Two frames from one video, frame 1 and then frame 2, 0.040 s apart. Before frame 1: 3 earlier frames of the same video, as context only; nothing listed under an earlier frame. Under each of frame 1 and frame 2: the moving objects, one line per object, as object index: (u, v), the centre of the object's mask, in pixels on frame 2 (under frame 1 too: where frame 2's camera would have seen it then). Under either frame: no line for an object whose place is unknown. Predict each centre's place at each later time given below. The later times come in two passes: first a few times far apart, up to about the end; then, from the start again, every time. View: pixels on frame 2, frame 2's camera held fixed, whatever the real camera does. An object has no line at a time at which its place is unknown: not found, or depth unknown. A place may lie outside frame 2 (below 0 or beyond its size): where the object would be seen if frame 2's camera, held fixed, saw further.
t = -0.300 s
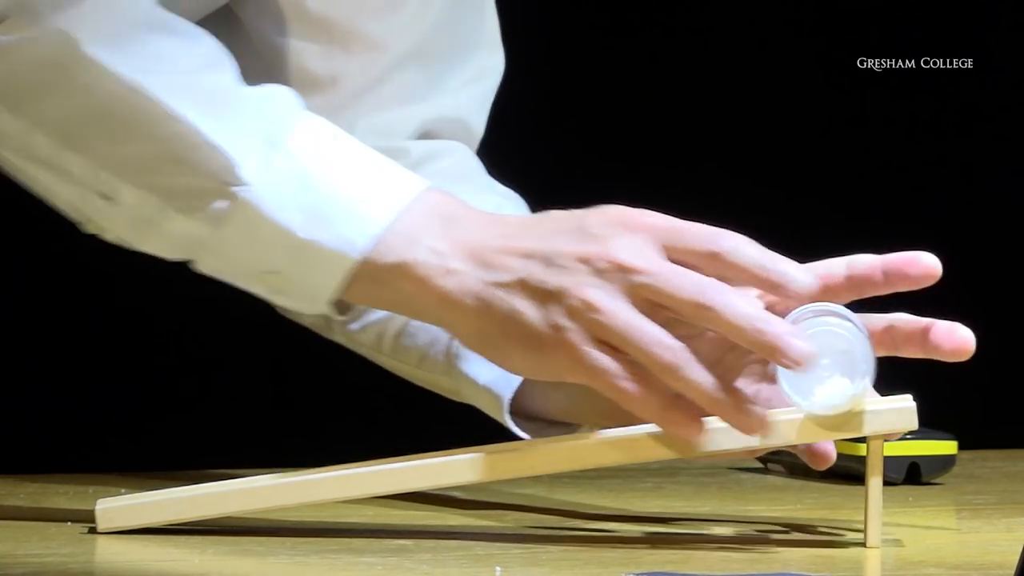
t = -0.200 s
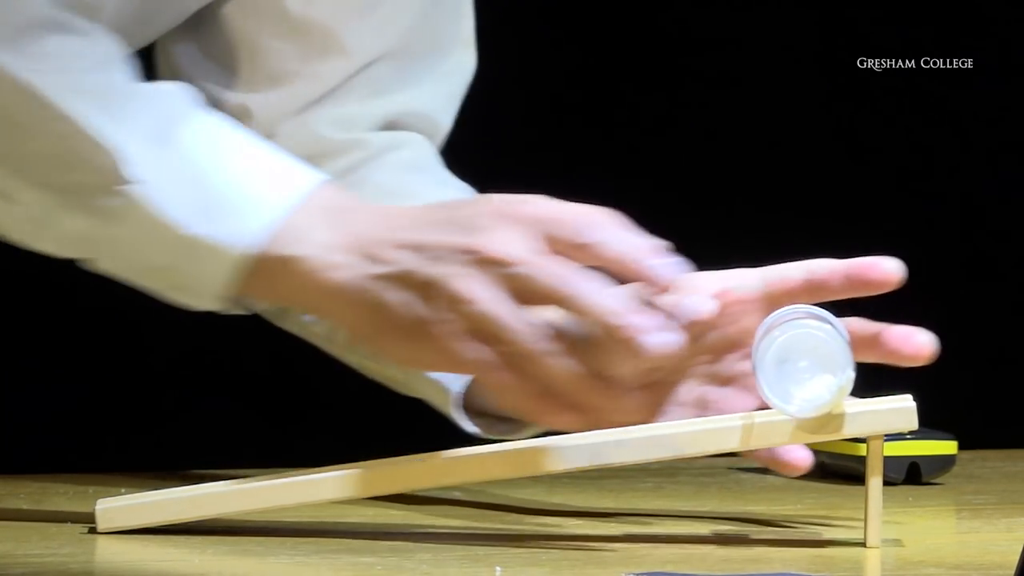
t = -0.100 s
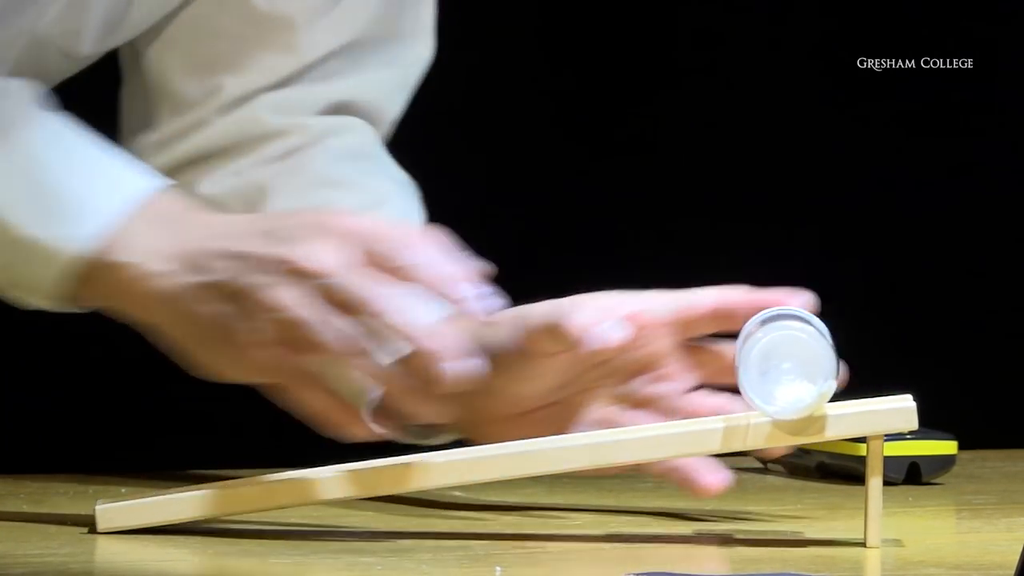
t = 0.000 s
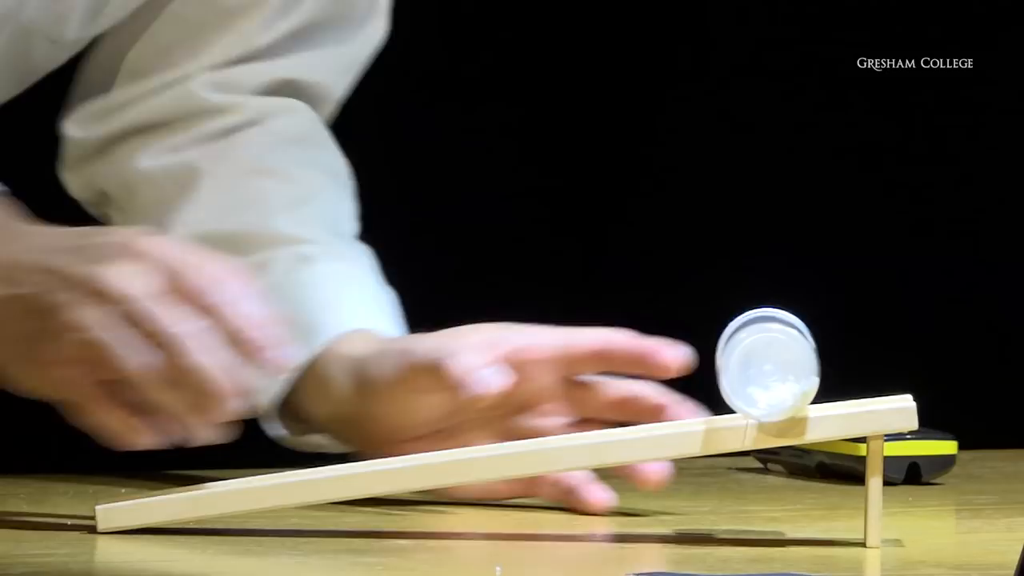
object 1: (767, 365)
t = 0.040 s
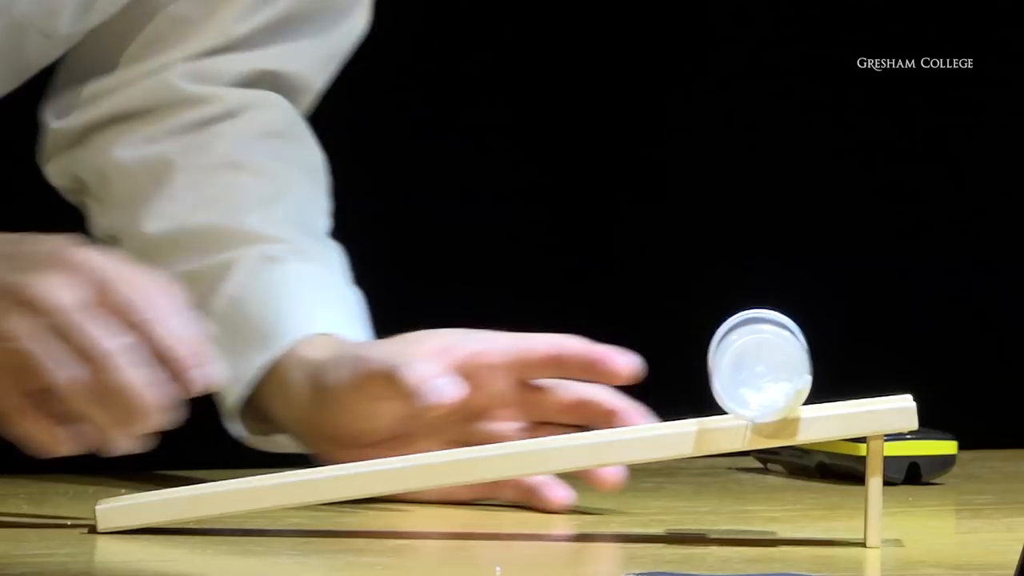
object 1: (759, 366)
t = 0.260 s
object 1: (714, 371)
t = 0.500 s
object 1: (656, 378)
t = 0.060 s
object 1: (755, 366)
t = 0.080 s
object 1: (751, 367)
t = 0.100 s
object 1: (747, 368)
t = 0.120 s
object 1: (743, 368)
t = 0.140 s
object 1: (738, 369)
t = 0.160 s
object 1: (734, 369)
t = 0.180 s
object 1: (730, 369)
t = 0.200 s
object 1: (726, 370)
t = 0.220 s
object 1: (722, 370)
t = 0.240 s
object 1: (718, 371)
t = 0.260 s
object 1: (714, 371)
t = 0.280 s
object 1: (710, 371)
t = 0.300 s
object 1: (705, 372)
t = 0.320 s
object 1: (700, 373)
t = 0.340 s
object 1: (696, 373)
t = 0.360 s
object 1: (691, 374)
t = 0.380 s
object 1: (686, 374)
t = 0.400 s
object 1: (681, 375)
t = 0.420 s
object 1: (676, 376)
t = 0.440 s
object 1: (671, 376)
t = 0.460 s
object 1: (666, 377)
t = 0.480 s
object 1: (661, 378)
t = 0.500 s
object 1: (656, 378)
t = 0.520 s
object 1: (651, 379)
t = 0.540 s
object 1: (645, 379)
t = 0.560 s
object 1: (640, 380)
